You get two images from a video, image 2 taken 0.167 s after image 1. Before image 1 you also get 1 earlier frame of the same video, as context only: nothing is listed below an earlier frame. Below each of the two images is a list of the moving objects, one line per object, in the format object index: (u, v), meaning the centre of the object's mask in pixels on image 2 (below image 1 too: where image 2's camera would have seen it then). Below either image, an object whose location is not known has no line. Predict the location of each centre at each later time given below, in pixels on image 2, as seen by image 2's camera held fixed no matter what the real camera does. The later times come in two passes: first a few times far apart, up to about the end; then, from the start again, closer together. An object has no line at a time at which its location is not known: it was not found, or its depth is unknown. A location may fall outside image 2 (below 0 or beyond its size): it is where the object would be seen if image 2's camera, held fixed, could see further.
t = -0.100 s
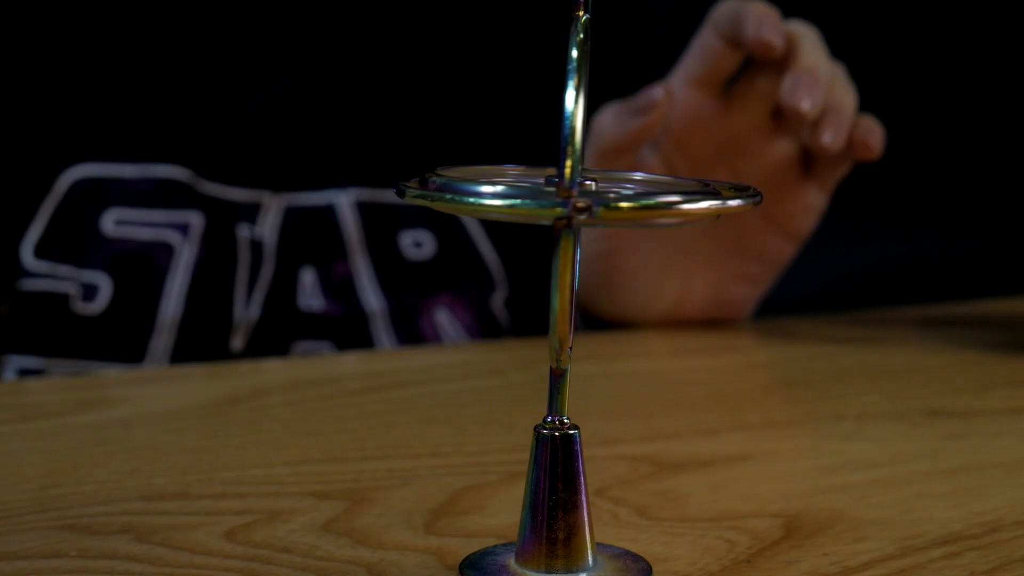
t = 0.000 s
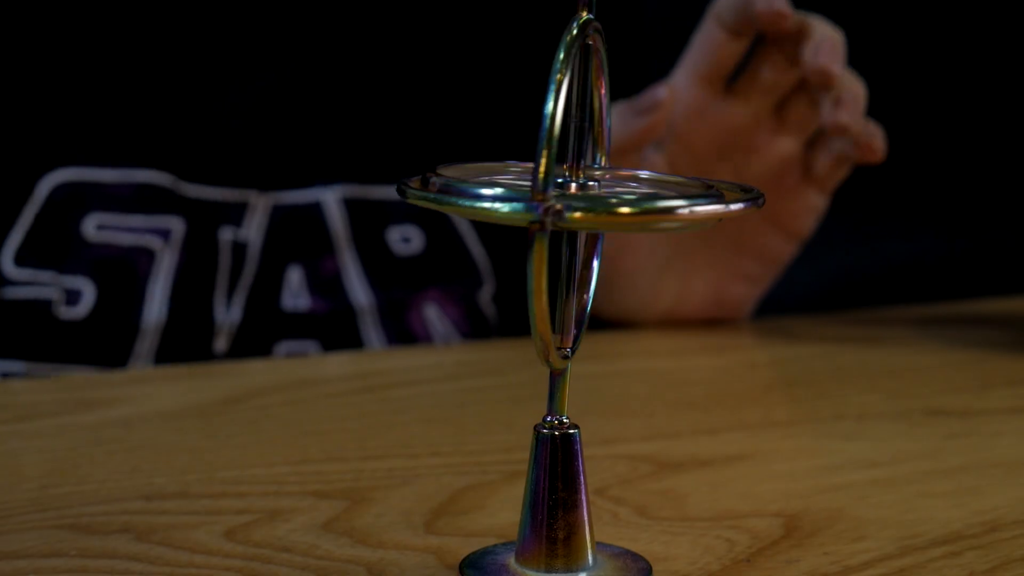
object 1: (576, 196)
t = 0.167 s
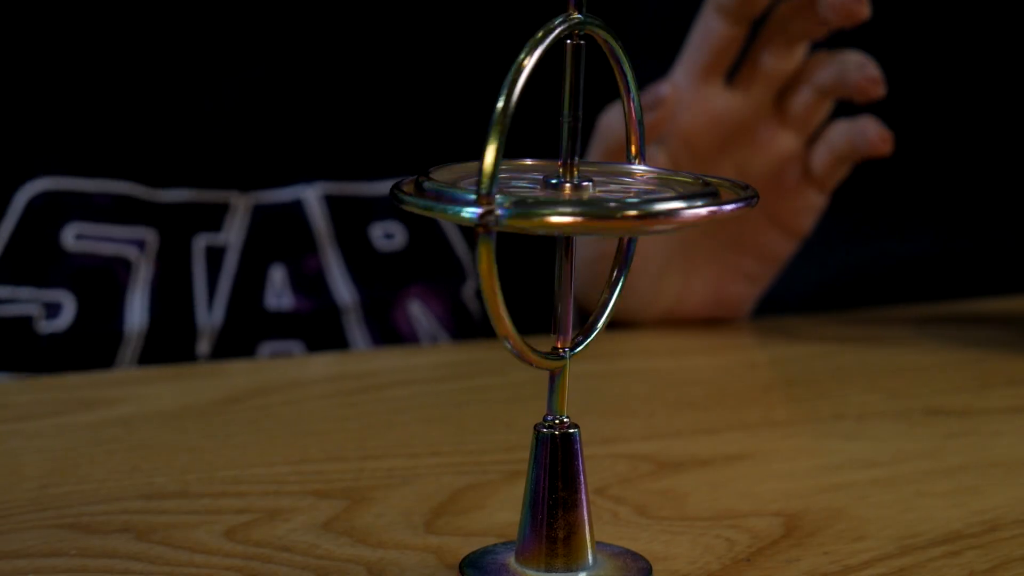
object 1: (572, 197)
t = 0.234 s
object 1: (568, 197)
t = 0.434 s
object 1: (553, 195)
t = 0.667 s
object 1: (542, 190)
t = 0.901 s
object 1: (547, 188)
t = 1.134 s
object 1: (553, 185)
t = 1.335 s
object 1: (561, 187)
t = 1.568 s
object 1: (590, 192)
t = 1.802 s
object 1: (564, 205)
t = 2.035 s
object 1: (536, 204)
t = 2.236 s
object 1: (516, 198)
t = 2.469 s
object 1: (543, 188)
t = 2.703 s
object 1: (573, 188)
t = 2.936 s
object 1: (594, 199)
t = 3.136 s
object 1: (572, 194)
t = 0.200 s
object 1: (571, 197)
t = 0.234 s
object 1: (568, 197)
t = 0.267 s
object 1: (566, 197)
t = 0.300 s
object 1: (563, 196)
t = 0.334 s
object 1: (560, 197)
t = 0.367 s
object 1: (559, 195)
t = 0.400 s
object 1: (554, 192)
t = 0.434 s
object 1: (553, 195)
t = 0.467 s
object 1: (554, 192)
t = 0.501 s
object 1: (551, 192)
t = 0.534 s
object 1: (547, 193)
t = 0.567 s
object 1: (544, 192)
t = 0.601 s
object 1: (542, 192)
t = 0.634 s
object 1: (543, 191)
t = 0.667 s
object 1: (542, 190)
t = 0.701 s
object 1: (543, 190)
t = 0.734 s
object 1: (545, 189)
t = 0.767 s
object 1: (546, 189)
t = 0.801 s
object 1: (547, 189)
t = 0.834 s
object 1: (546, 189)
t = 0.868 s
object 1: (550, 187)
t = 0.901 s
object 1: (547, 188)
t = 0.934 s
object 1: (550, 188)
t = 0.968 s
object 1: (549, 187)
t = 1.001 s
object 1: (543, 187)
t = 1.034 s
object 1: (555, 188)
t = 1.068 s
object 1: (551, 186)
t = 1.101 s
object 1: (550, 185)
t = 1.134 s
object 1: (553, 185)
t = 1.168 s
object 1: (551, 185)
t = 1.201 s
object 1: (552, 185)
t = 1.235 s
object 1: (554, 186)
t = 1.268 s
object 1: (555, 186)
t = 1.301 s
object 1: (559, 187)
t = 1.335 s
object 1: (561, 187)
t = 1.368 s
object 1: (564, 186)
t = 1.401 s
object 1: (569, 187)
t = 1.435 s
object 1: (570, 188)
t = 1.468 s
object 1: (584, 189)
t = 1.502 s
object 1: (585, 189)
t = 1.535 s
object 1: (585, 189)
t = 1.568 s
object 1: (590, 192)
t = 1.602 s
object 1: (585, 192)
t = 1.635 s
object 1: (585, 201)
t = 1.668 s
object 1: (566, 192)
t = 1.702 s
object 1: (575, 194)
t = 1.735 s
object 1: (568, 203)
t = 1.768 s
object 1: (568, 197)
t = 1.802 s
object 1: (564, 205)
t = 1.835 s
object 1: (563, 206)
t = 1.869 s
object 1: (559, 206)
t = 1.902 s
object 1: (558, 204)
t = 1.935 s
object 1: (553, 204)
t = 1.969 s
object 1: (550, 203)
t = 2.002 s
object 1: (541, 203)
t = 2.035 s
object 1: (536, 204)
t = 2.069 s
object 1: (530, 202)
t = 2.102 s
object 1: (522, 202)
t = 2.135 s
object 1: (521, 201)
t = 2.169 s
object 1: (516, 201)
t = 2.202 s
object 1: (515, 200)
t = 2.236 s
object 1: (516, 198)
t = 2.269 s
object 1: (518, 197)
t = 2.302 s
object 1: (517, 197)
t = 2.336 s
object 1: (522, 196)
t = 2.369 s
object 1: (526, 193)
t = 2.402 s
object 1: (534, 191)
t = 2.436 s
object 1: (539, 191)
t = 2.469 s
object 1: (543, 188)
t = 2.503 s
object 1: (546, 189)
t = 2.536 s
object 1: (550, 186)
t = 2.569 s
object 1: (559, 188)
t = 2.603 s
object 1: (566, 185)
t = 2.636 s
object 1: (569, 188)
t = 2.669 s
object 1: (570, 187)
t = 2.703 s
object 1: (573, 188)
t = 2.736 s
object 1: (590, 188)
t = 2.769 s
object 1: (592, 191)
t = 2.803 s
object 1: (590, 191)
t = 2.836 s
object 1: (592, 193)
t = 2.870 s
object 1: (594, 192)
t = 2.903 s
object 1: (597, 198)
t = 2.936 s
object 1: (594, 199)
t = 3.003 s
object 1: (597, 194)
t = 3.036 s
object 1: (585, 200)
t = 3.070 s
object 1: (579, 192)
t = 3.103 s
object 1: (578, 193)
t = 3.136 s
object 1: (572, 194)
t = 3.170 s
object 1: (567, 195)
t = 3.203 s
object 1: (564, 194)
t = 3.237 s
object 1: (562, 193)
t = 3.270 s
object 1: (558, 192)
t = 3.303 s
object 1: (559, 191)
